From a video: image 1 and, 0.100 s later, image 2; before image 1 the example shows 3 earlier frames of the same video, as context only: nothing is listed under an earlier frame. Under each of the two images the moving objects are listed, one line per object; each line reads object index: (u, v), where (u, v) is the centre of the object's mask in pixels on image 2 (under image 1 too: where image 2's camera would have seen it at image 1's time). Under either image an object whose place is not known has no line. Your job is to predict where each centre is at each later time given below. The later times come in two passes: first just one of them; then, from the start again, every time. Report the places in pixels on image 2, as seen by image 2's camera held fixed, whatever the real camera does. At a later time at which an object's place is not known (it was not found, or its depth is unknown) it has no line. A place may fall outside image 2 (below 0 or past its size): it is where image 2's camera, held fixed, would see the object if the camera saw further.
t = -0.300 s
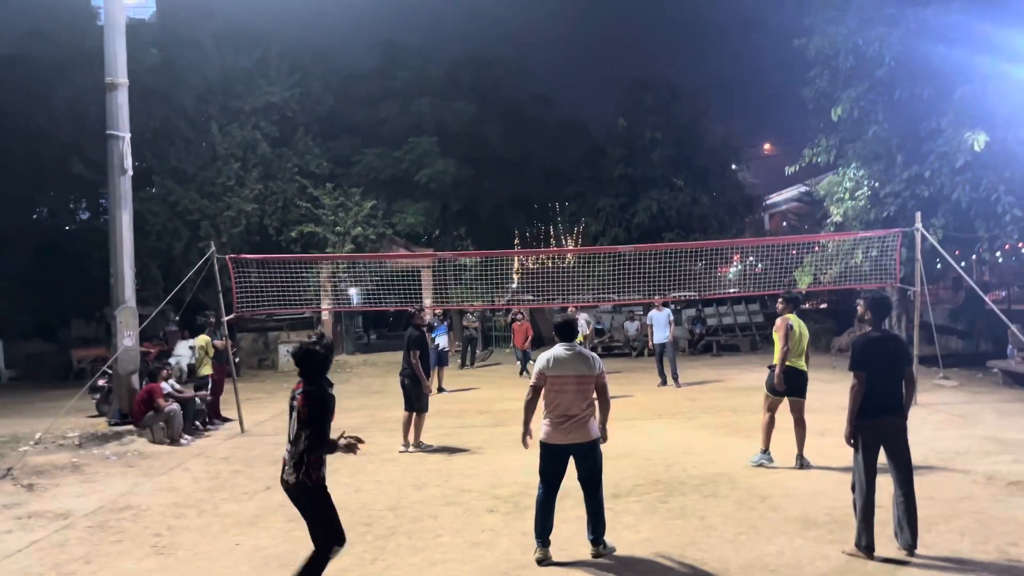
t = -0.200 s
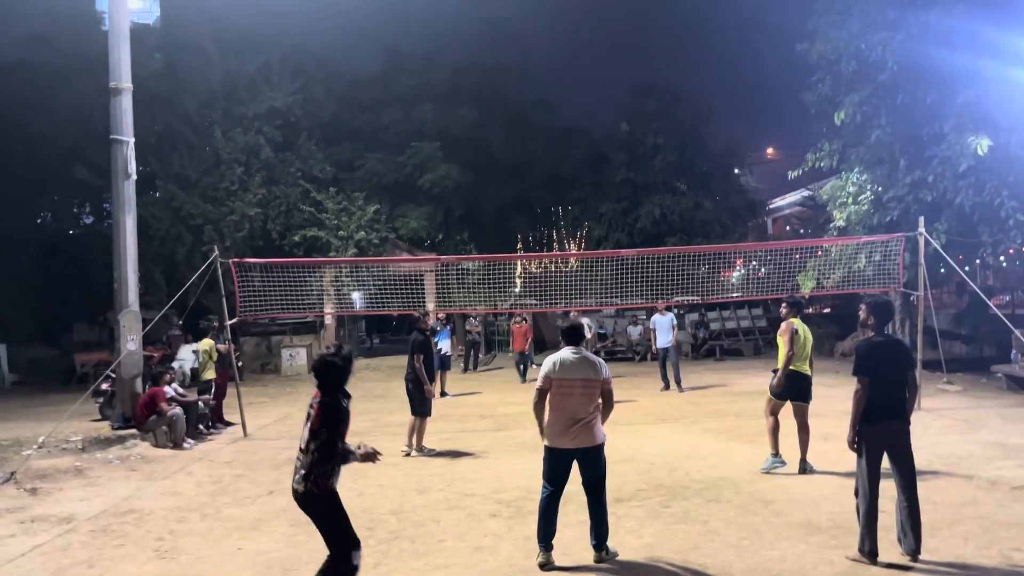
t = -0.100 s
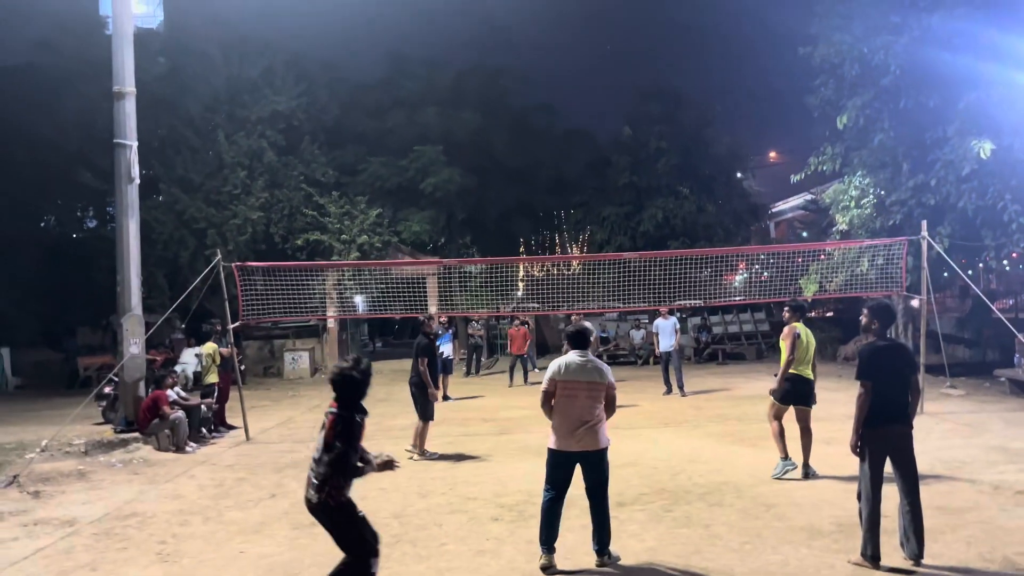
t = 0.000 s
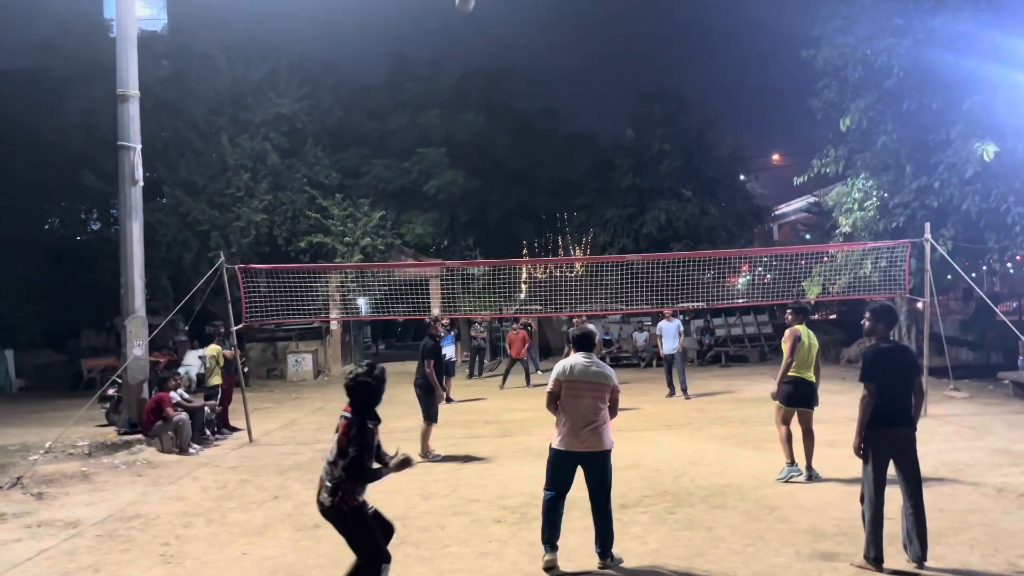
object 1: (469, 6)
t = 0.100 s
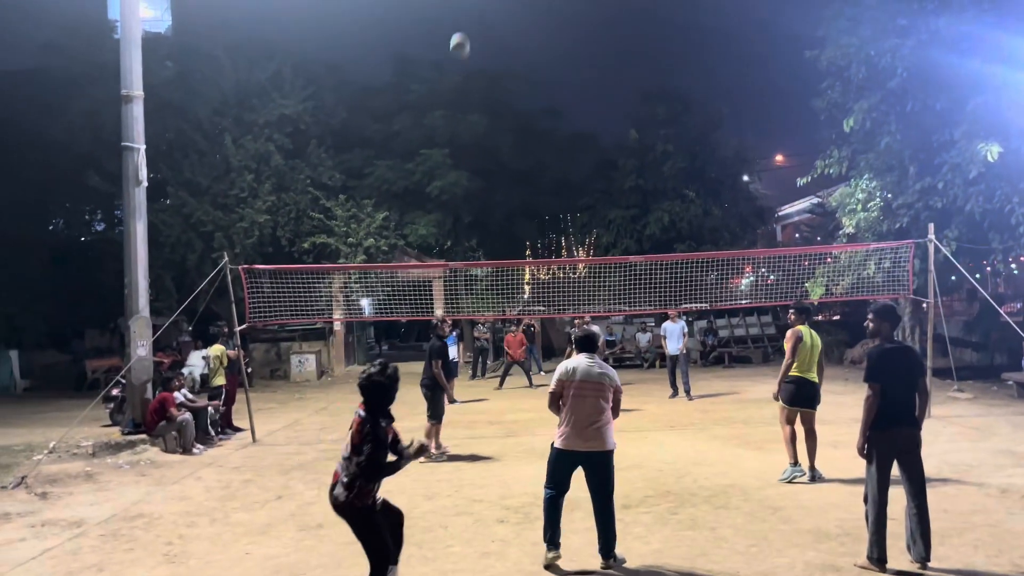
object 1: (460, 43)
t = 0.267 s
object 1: (443, 159)
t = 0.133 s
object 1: (457, 62)
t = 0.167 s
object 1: (454, 81)
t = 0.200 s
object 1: (450, 105)
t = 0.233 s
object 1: (446, 131)
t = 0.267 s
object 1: (443, 159)
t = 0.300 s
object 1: (439, 191)
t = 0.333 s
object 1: (435, 224)
